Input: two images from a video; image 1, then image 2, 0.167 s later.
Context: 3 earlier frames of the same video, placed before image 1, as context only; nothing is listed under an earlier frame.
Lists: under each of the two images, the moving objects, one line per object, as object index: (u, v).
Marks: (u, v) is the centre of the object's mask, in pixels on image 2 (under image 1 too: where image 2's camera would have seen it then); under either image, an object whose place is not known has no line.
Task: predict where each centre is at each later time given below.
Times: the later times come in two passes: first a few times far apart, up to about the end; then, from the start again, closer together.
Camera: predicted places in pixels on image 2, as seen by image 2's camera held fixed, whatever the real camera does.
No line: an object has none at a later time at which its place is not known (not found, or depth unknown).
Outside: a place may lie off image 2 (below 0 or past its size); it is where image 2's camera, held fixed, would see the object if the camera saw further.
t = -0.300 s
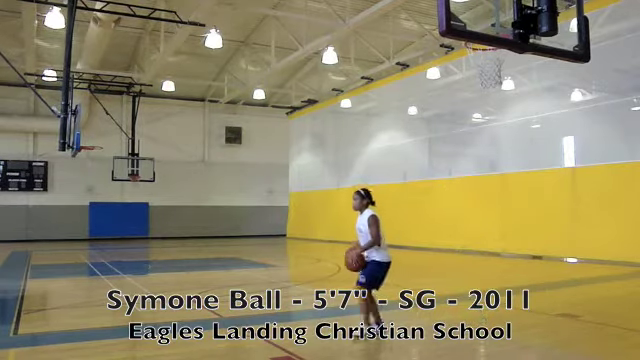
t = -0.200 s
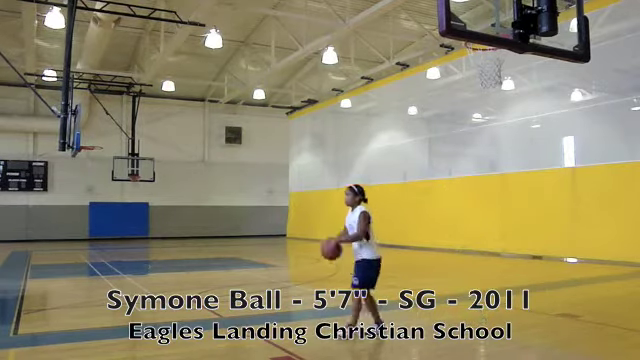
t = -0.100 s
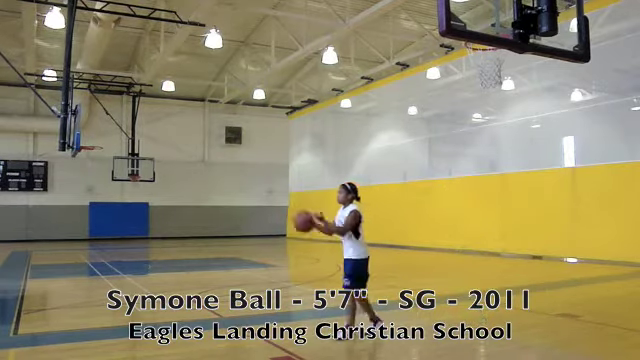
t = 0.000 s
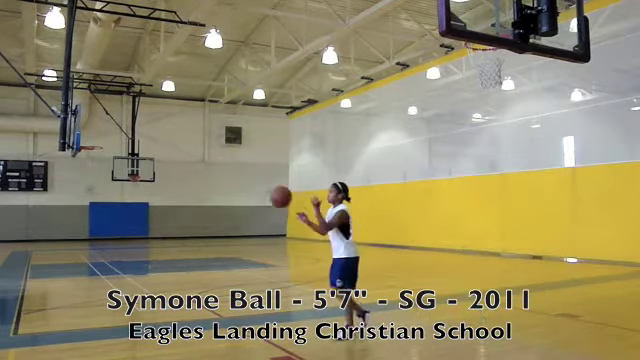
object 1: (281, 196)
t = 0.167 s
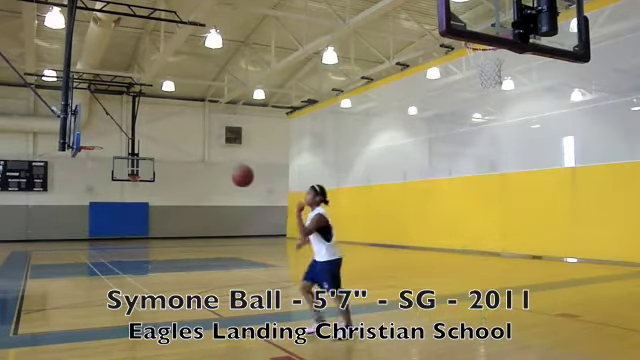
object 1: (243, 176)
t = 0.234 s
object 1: (227, 174)
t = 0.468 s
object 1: (173, 203)
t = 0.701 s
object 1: (116, 284)
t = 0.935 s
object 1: (90, 296)
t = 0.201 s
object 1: (235, 174)
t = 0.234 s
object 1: (227, 174)
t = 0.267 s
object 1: (220, 175)
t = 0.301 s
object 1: (212, 178)
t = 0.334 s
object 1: (204, 180)
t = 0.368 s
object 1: (196, 185)
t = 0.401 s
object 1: (188, 190)
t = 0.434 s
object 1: (180, 196)
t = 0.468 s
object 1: (173, 203)
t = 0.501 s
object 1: (167, 212)
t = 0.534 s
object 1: (156, 221)
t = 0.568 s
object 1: (148, 231)
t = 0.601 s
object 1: (140, 243)
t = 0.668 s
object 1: (124, 271)
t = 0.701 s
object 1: (116, 284)
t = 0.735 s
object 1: (103, 306)
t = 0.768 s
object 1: (100, 319)
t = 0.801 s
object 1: (92, 339)
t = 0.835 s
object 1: (90, 332)
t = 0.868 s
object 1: (90, 319)
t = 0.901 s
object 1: (90, 306)
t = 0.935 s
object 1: (90, 296)
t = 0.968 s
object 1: (91, 285)
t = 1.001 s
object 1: (92, 276)
